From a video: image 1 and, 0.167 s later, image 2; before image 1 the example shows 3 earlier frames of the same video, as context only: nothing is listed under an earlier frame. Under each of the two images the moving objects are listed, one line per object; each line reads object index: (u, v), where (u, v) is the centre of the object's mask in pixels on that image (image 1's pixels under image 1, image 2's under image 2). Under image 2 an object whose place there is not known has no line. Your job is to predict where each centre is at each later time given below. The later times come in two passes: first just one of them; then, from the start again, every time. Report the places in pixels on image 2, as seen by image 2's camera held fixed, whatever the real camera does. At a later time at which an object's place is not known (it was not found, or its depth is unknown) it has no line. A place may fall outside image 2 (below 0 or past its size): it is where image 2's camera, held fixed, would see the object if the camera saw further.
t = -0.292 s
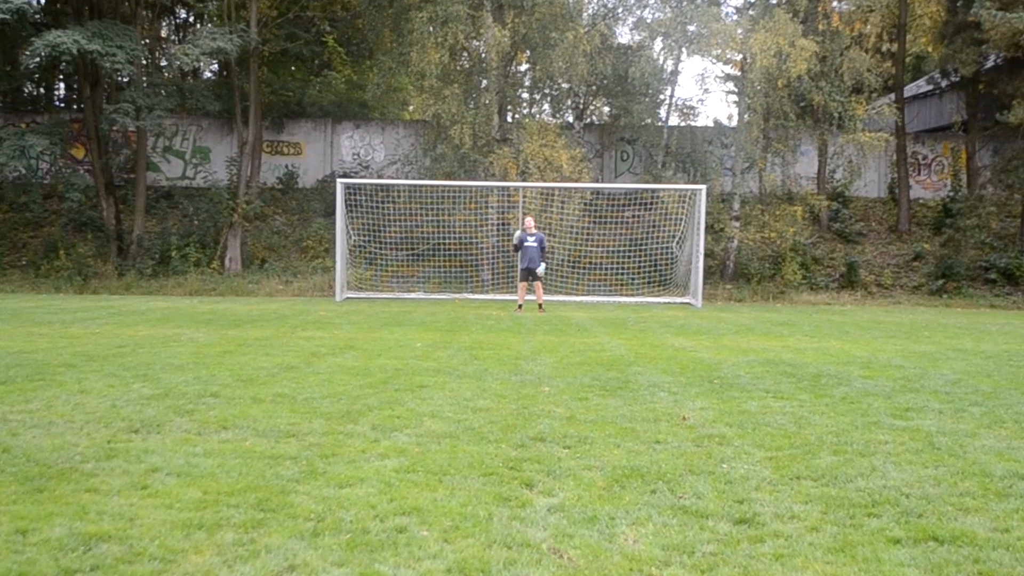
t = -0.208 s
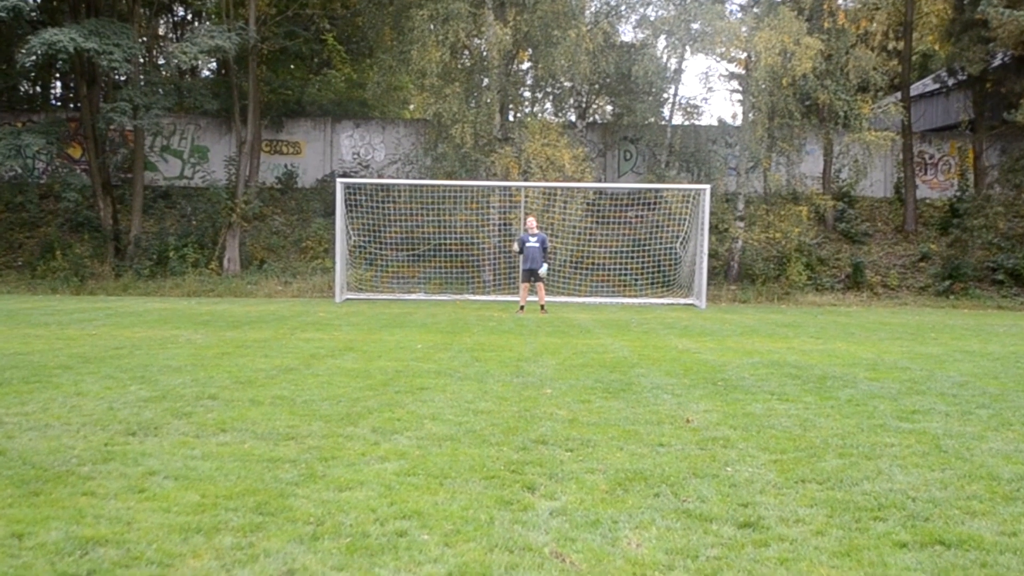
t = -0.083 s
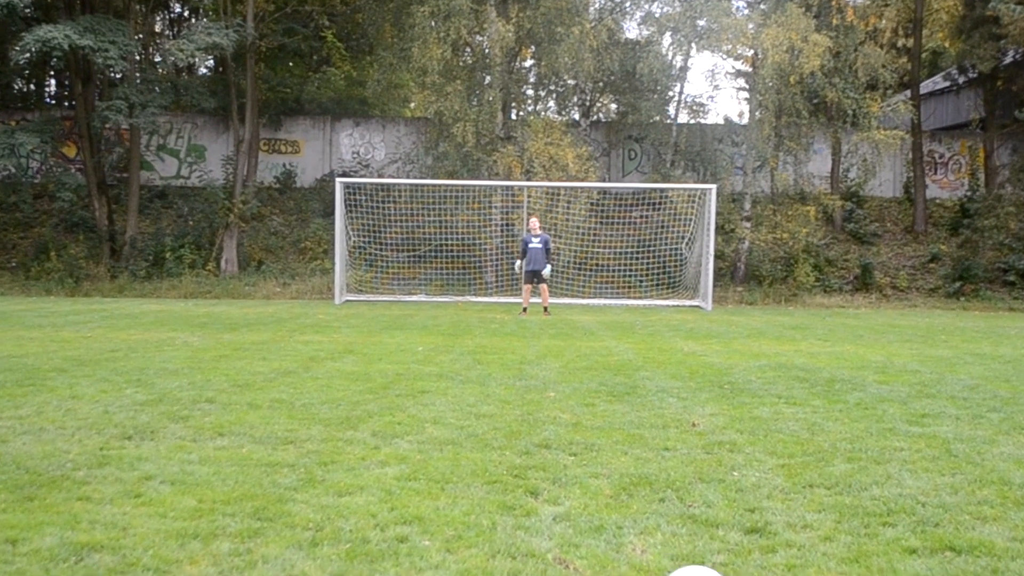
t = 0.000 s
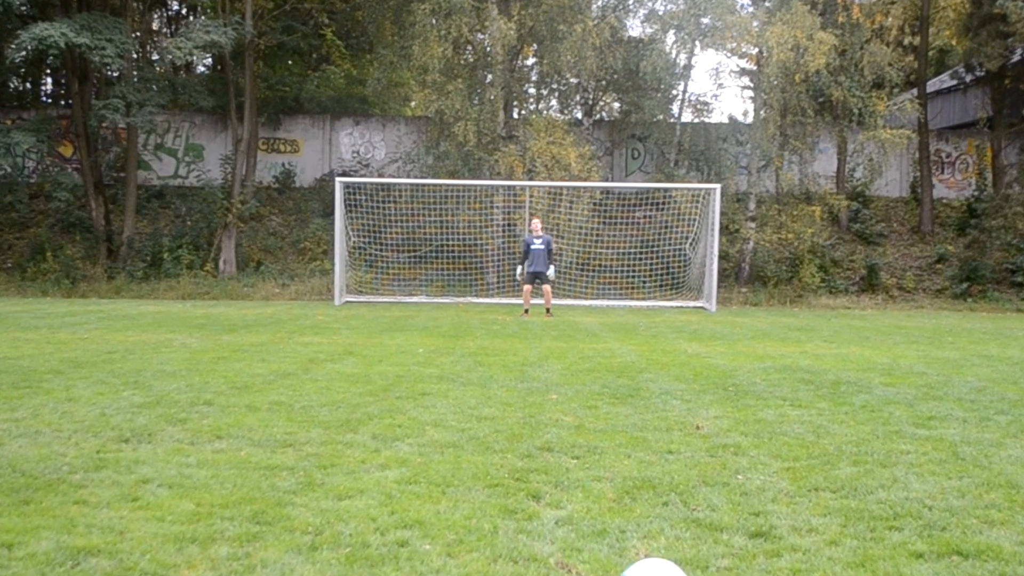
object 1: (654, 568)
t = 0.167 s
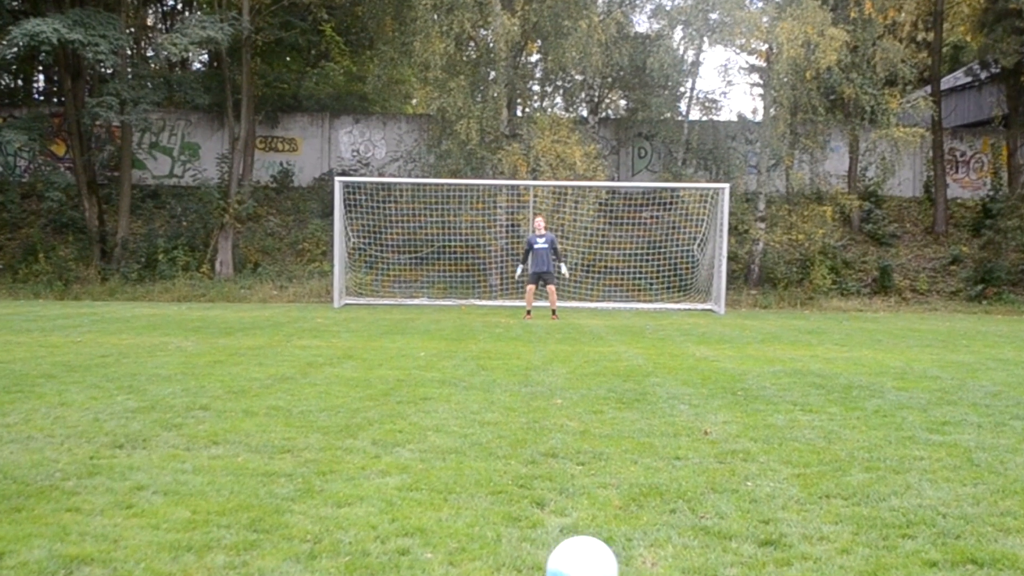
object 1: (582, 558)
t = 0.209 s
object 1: (564, 555)
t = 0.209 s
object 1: (564, 555)
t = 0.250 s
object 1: (548, 551)
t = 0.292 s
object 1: (532, 546)
